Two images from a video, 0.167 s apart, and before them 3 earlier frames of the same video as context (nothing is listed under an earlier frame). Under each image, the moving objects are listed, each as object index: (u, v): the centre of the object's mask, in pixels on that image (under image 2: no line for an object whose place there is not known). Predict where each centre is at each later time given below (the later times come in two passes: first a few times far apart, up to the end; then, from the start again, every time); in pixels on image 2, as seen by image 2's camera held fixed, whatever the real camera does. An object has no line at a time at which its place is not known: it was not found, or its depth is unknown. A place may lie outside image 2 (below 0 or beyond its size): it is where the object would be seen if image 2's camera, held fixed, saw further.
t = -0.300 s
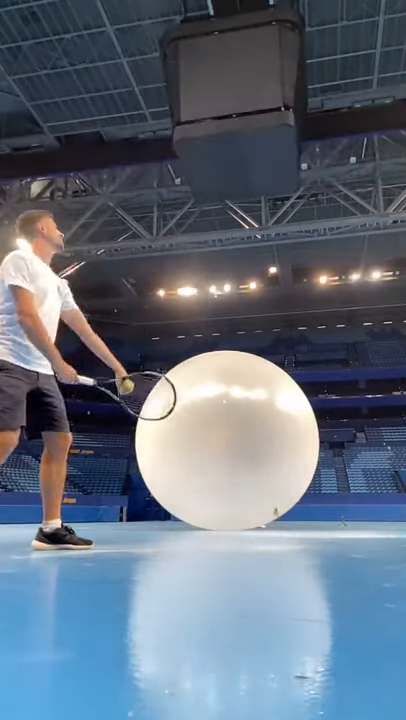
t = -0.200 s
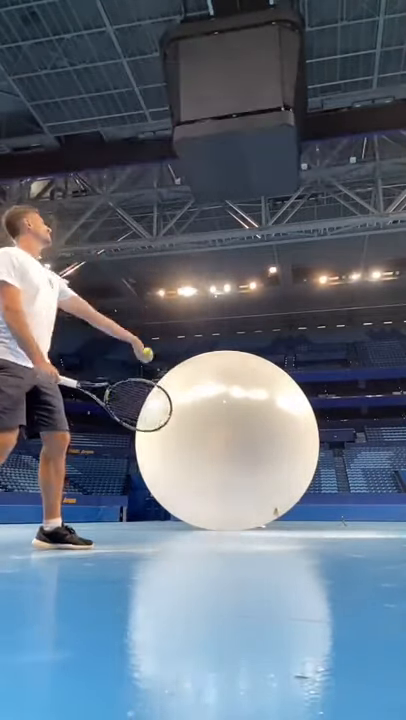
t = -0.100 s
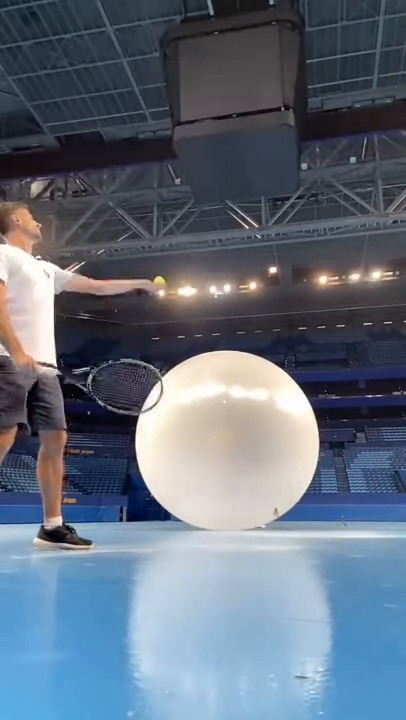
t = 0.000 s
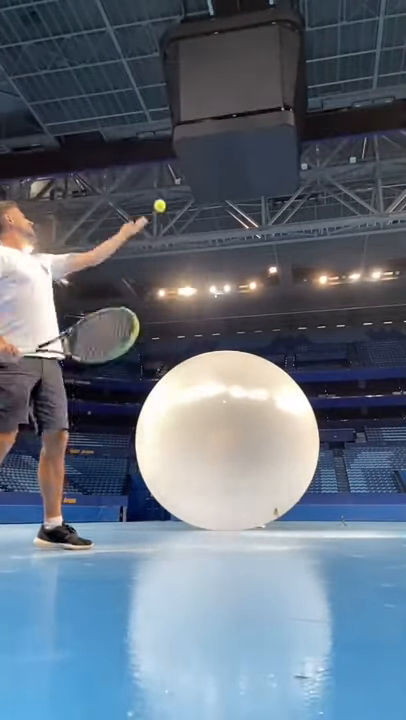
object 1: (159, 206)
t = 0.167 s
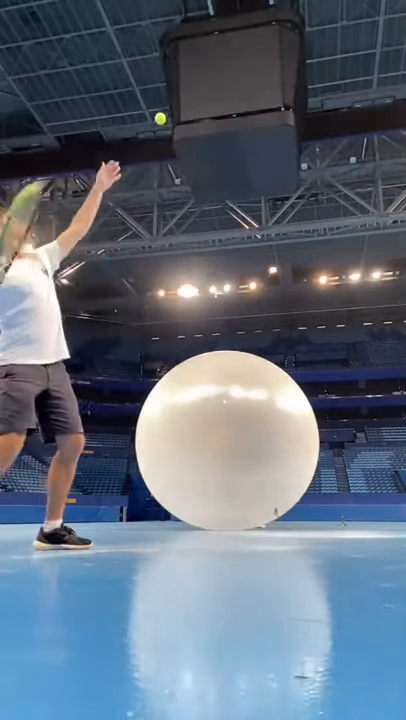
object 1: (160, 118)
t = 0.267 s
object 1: (160, 87)
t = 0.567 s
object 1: (159, 67)
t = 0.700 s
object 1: (158, 90)
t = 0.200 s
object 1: (160, 106)
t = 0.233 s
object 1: (160, 96)
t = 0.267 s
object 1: (160, 87)
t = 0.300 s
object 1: (160, 79)
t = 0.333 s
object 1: (160, 73)
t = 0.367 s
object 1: (159, 68)
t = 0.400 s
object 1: (159, 65)
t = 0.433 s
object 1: (159, 63)
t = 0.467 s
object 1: (159, 62)
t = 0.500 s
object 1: (159, 62)
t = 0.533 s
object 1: (159, 64)
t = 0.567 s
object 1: (159, 67)
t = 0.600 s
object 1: (159, 71)
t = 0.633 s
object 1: (158, 76)
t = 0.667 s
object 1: (158, 83)
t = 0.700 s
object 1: (158, 90)
